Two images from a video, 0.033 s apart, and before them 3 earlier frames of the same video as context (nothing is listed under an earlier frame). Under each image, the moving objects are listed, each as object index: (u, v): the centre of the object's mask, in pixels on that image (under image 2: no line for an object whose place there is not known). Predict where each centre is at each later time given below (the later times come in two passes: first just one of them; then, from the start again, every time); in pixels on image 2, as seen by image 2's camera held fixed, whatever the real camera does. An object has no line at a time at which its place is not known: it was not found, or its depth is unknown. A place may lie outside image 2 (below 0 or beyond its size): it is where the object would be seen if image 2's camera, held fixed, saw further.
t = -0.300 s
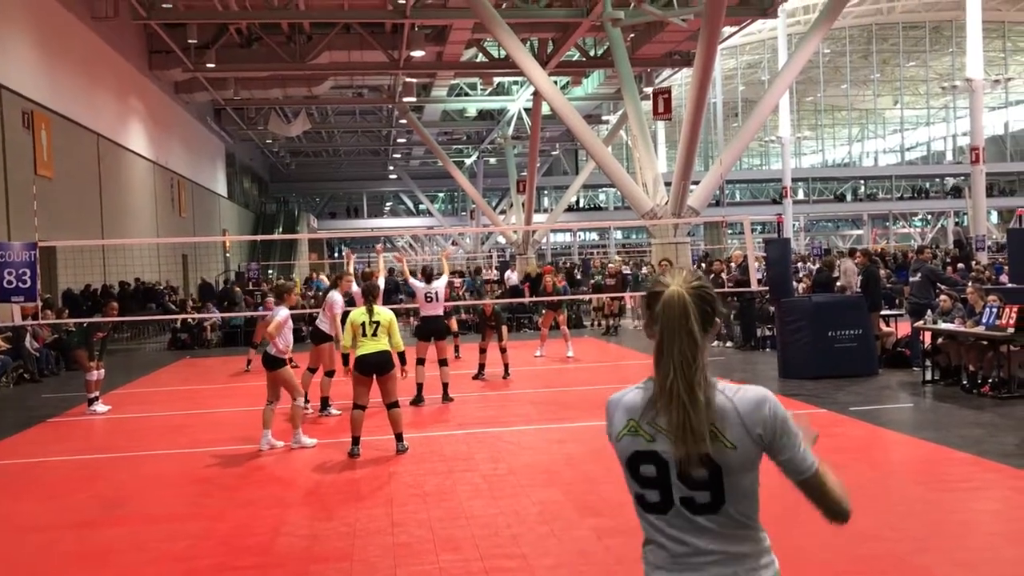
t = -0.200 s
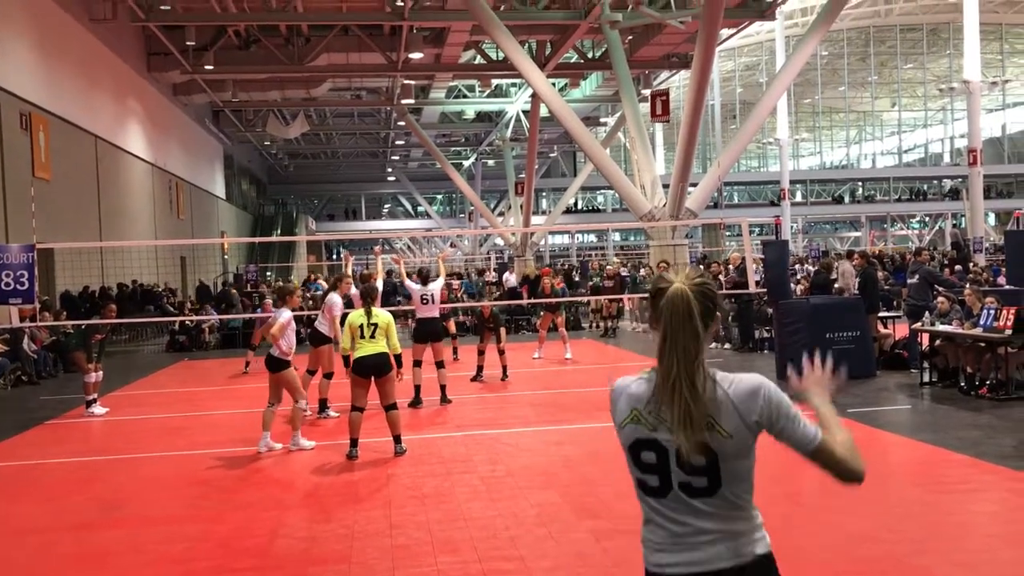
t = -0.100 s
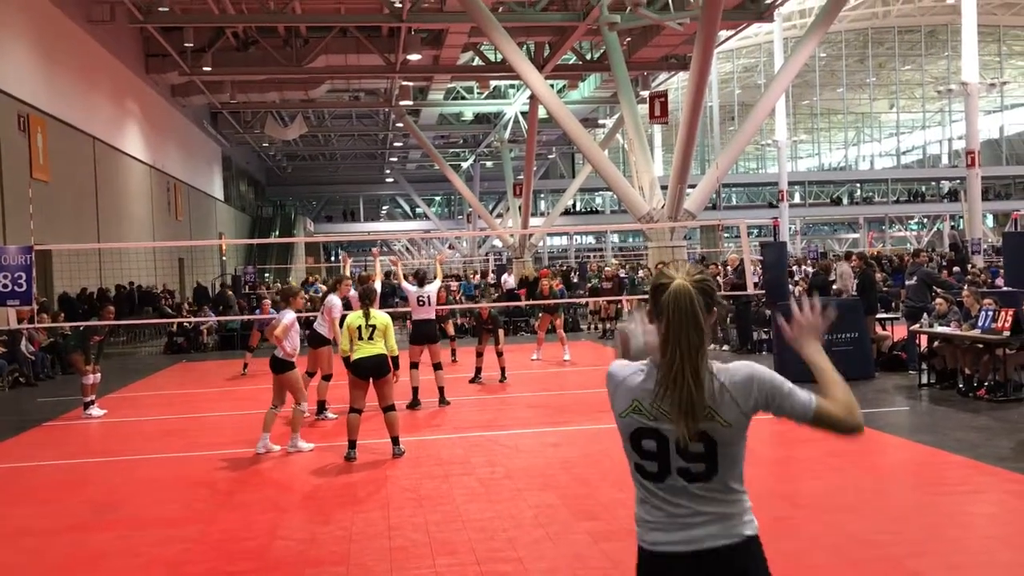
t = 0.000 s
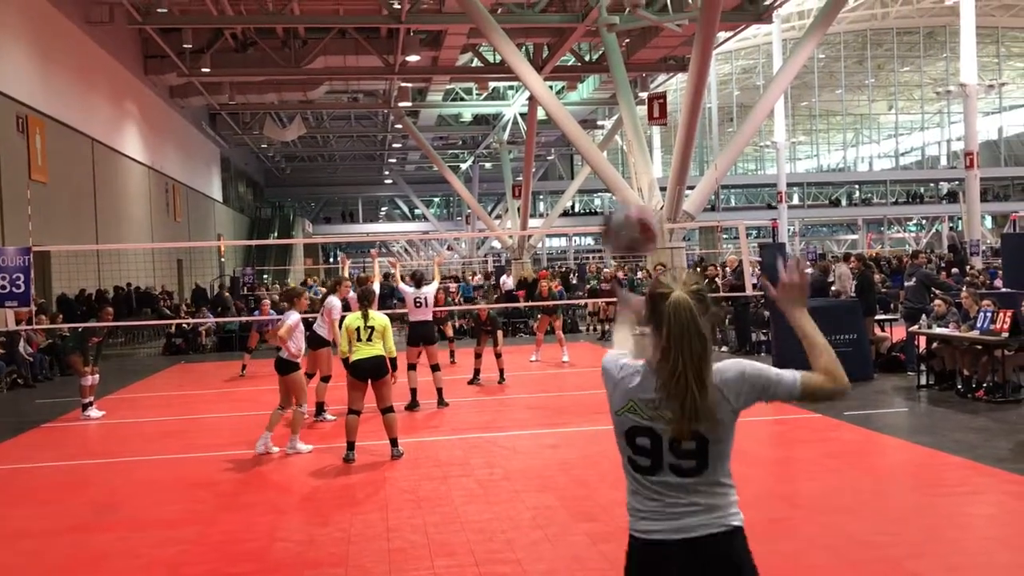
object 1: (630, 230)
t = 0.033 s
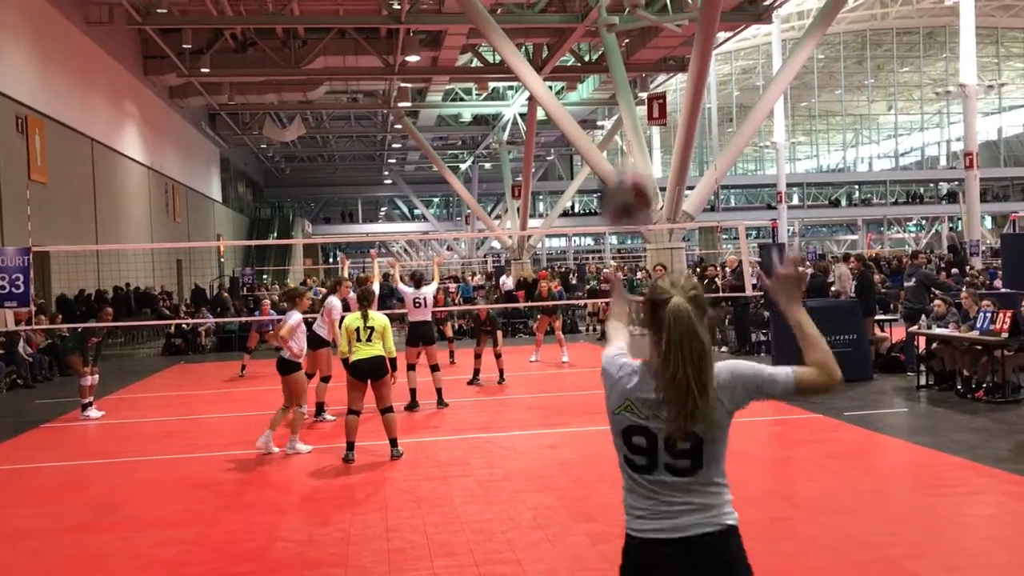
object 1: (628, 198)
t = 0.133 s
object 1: (614, 112)
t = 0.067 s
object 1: (620, 165)
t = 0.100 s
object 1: (618, 136)
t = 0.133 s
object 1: (614, 112)
